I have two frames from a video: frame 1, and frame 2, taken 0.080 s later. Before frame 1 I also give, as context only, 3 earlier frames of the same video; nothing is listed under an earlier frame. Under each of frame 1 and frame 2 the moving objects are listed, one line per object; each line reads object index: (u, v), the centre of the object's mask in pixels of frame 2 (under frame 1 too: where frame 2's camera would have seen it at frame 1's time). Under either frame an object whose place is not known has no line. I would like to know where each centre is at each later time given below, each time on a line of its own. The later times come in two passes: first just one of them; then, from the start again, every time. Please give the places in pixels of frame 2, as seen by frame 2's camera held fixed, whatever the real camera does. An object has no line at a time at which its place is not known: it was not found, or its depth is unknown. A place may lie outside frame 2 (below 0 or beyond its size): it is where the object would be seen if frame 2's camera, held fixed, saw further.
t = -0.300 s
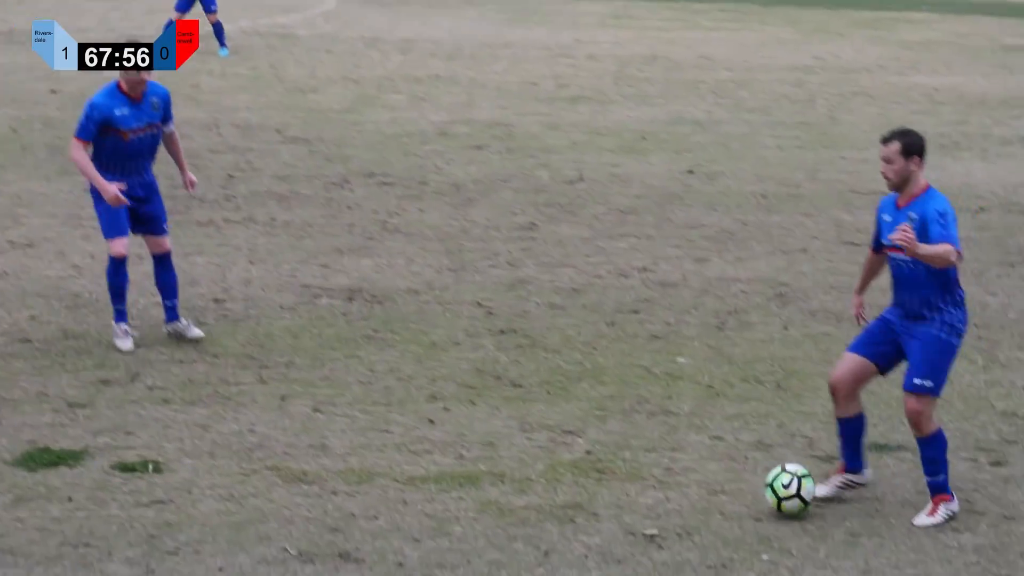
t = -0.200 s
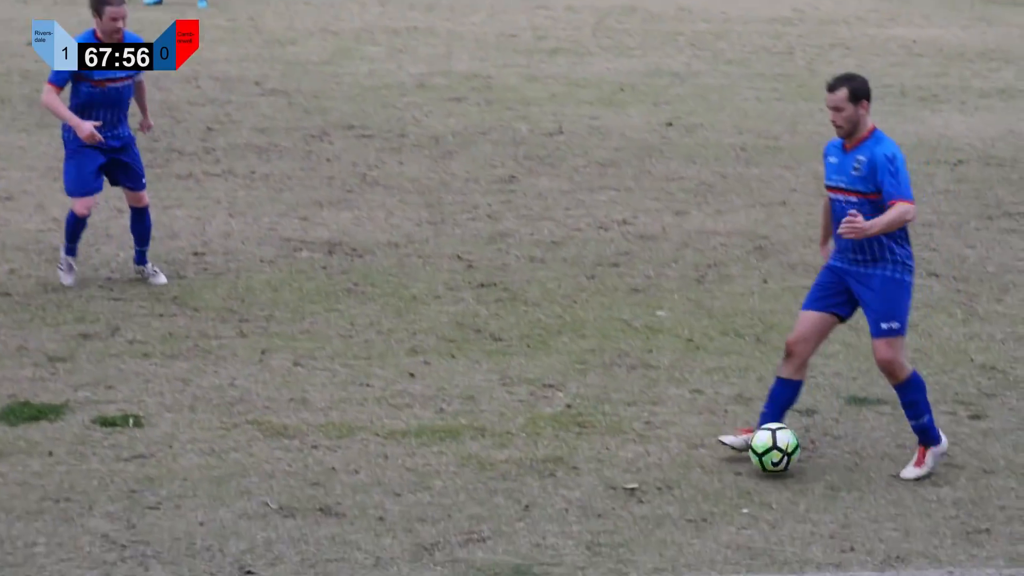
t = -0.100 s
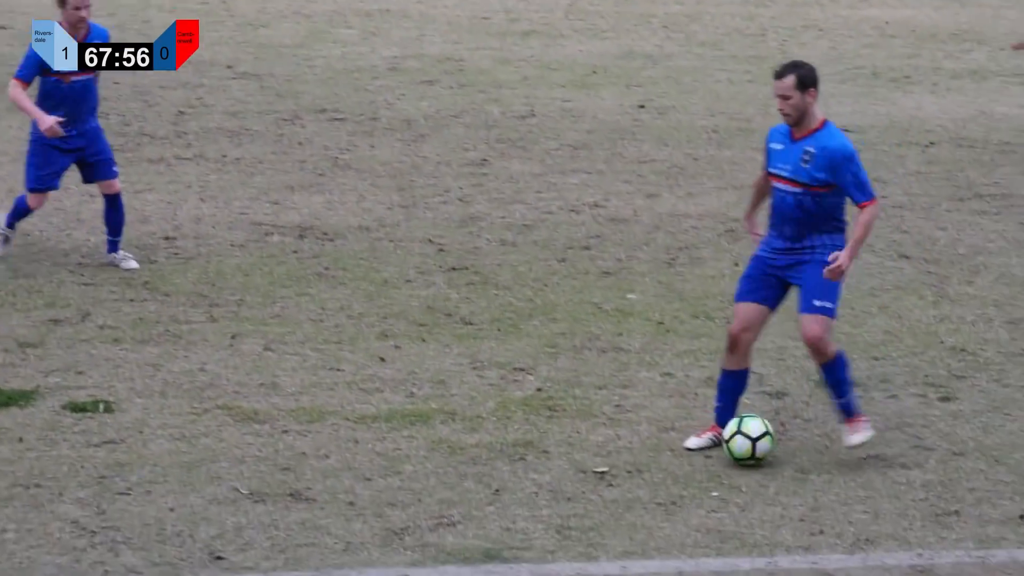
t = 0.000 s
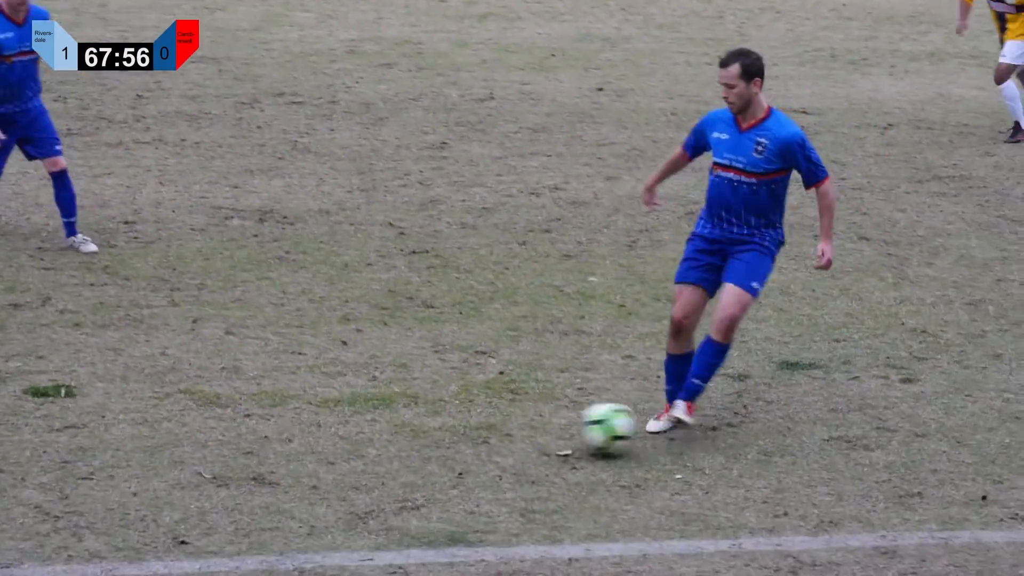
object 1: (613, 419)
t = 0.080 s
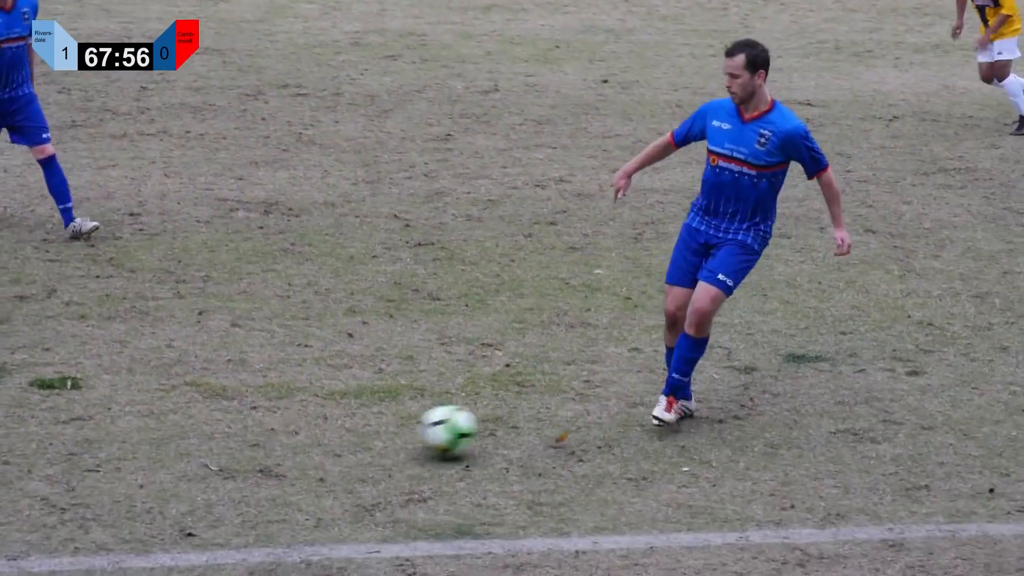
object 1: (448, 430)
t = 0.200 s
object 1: (203, 444)
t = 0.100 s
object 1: (406, 435)
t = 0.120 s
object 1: (366, 435)
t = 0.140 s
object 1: (326, 434)
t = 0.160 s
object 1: (285, 437)
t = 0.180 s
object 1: (243, 443)
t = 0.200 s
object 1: (203, 444)
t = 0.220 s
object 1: (161, 449)
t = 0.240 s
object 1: (119, 454)
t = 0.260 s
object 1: (77, 457)
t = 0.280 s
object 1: (36, 459)
